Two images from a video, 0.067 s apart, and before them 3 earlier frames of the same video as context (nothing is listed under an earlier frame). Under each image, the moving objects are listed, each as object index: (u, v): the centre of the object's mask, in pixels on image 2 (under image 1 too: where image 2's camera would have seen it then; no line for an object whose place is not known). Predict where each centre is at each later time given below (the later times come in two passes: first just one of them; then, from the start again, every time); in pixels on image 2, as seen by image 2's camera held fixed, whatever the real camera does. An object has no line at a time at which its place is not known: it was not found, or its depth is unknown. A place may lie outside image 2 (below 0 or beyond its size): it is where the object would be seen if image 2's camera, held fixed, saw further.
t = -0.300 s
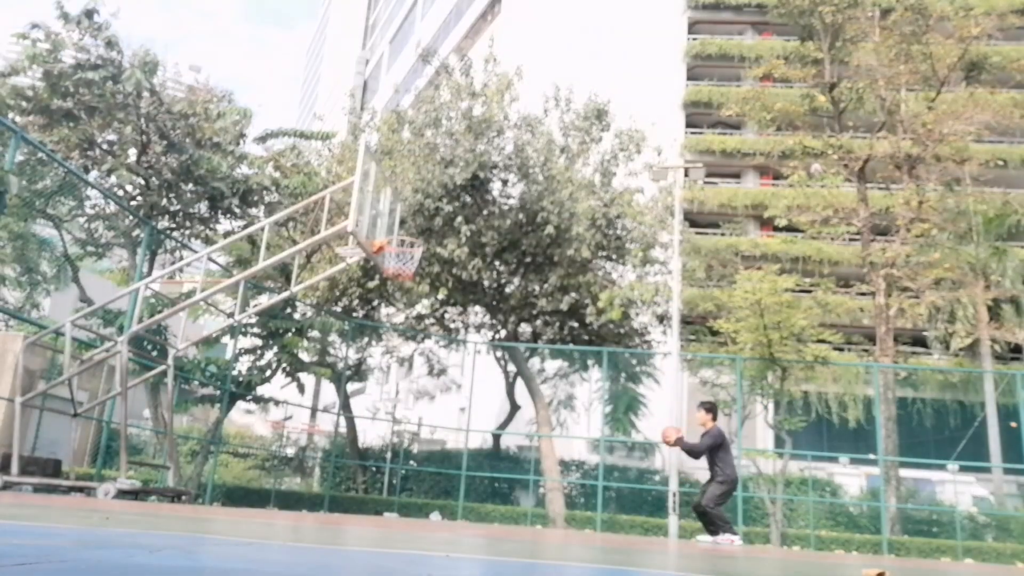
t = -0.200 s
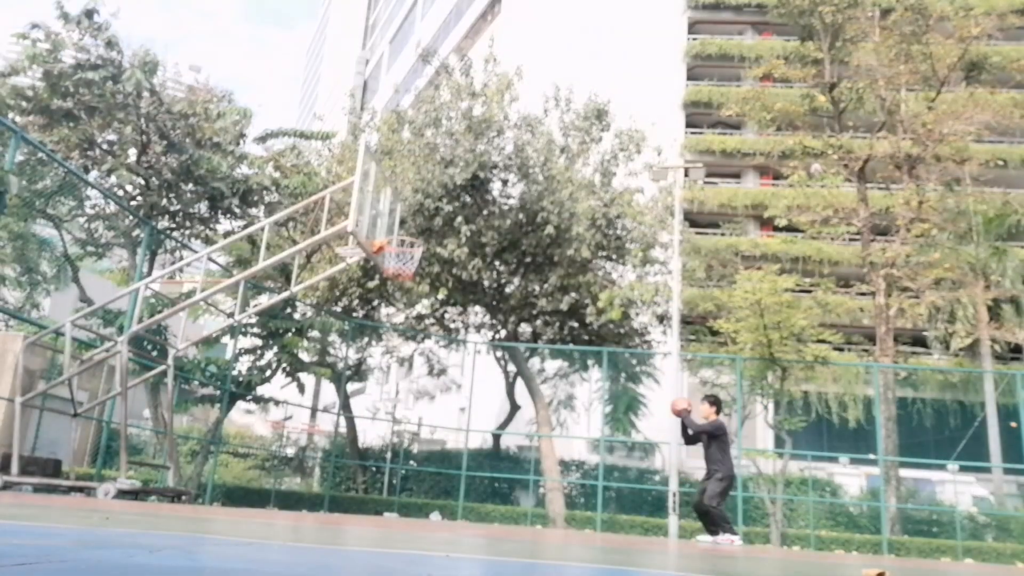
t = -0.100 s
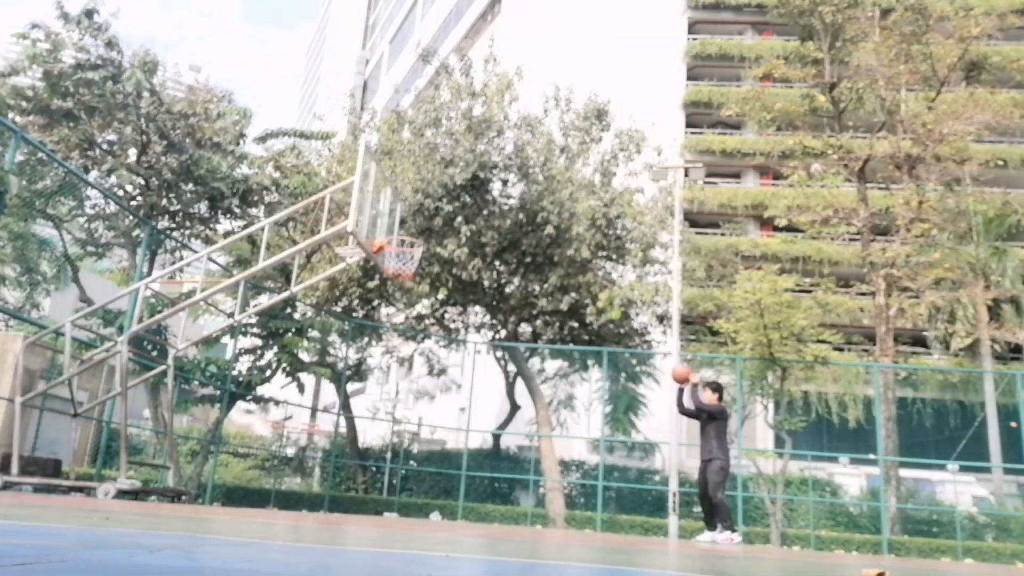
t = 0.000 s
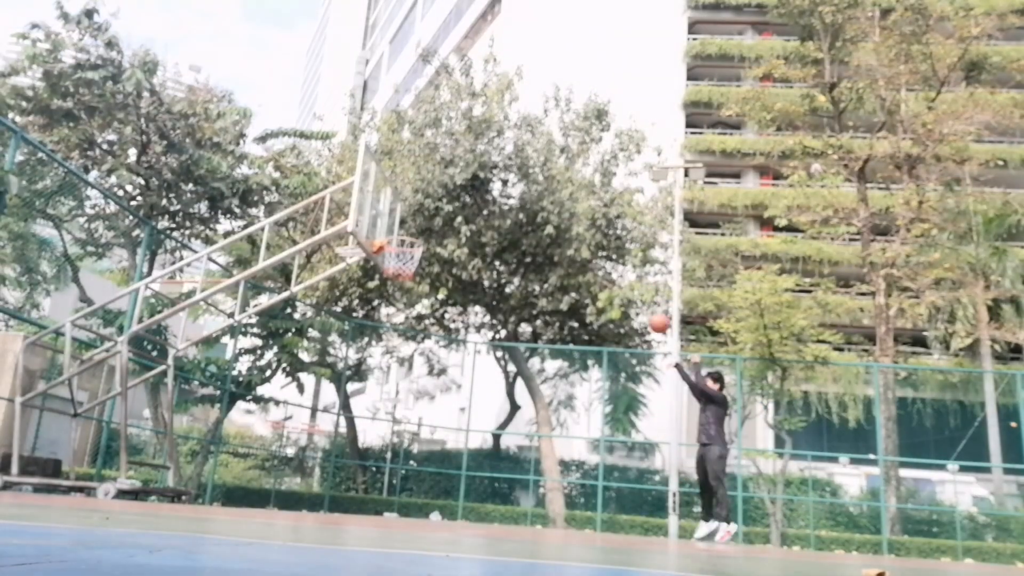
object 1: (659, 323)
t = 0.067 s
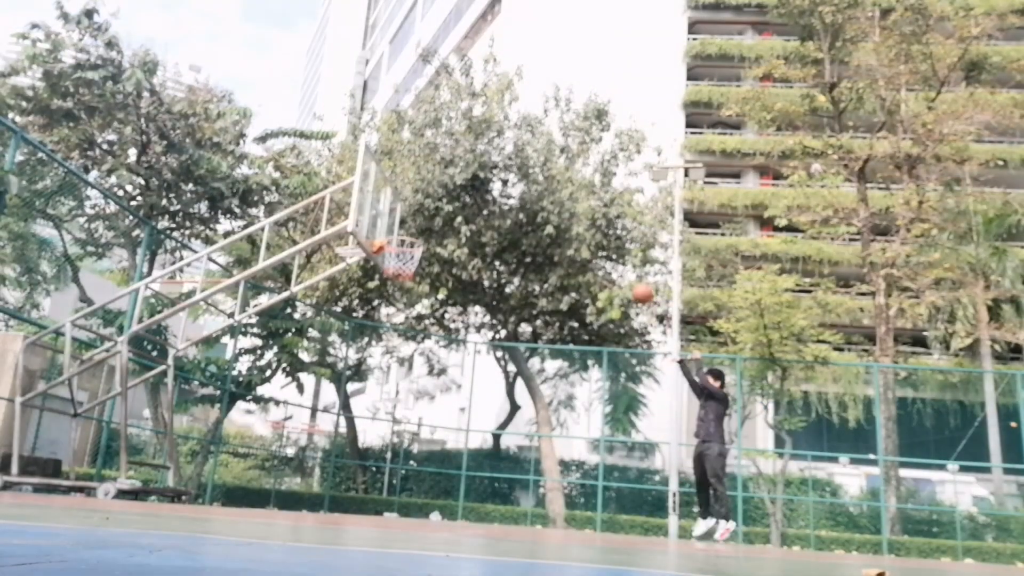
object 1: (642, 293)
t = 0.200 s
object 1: (609, 246)
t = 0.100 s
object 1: (634, 280)
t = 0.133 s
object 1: (625, 267)
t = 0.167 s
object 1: (617, 255)
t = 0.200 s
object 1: (609, 246)
